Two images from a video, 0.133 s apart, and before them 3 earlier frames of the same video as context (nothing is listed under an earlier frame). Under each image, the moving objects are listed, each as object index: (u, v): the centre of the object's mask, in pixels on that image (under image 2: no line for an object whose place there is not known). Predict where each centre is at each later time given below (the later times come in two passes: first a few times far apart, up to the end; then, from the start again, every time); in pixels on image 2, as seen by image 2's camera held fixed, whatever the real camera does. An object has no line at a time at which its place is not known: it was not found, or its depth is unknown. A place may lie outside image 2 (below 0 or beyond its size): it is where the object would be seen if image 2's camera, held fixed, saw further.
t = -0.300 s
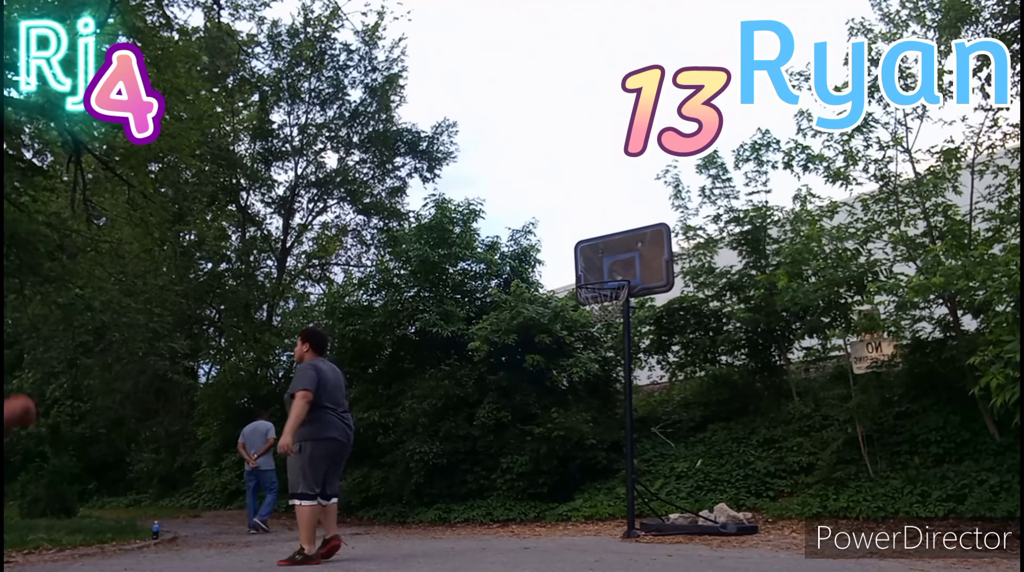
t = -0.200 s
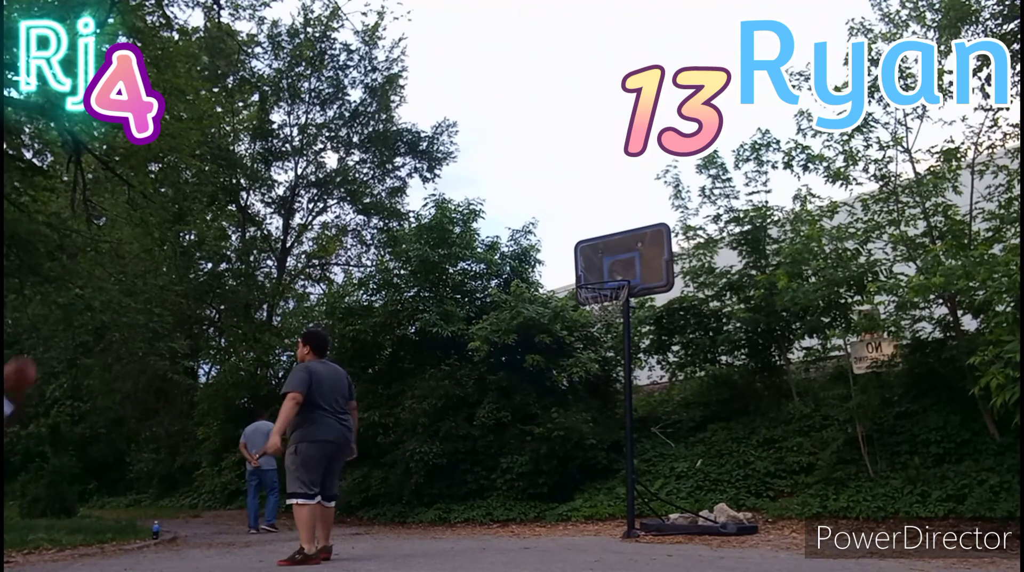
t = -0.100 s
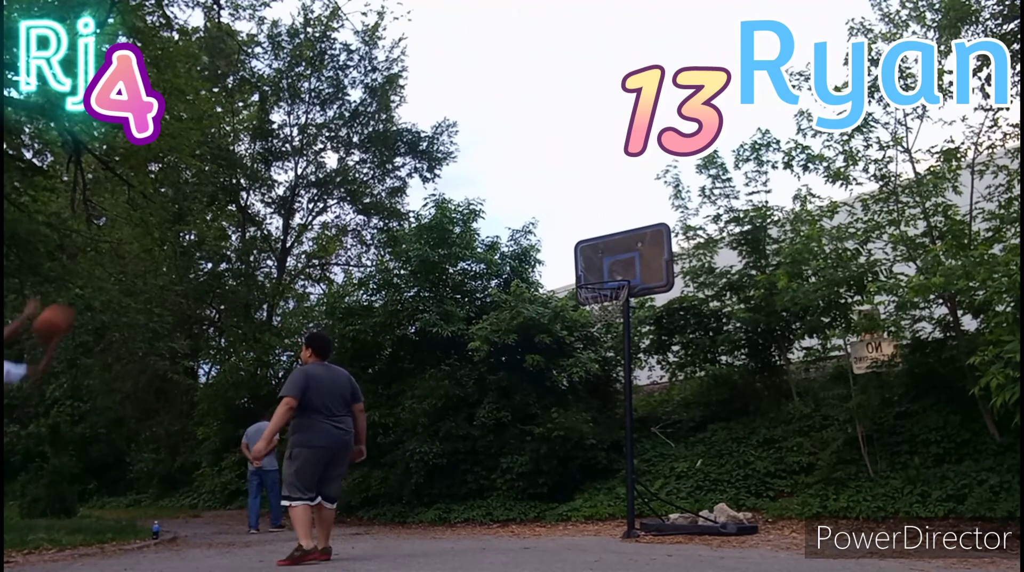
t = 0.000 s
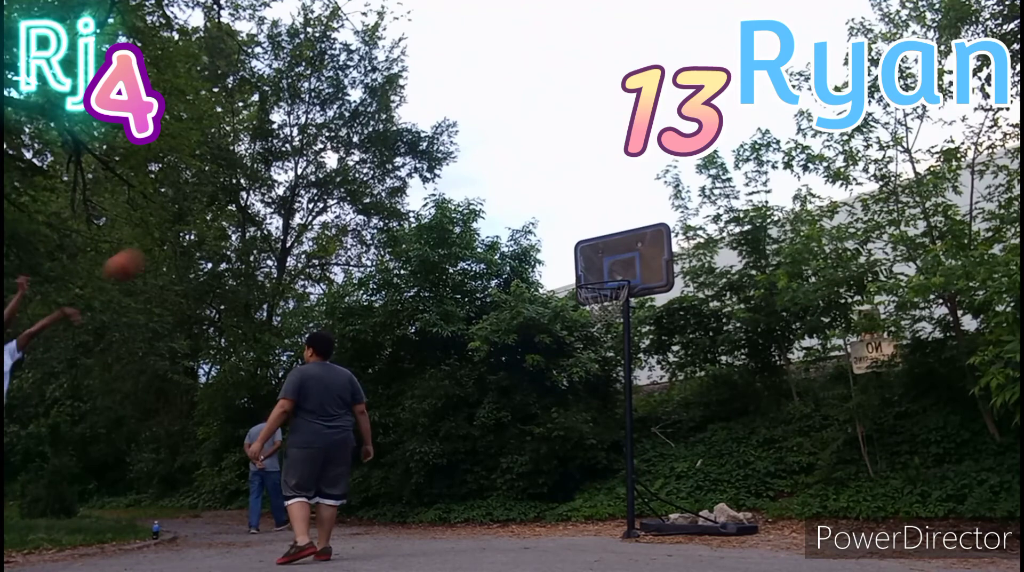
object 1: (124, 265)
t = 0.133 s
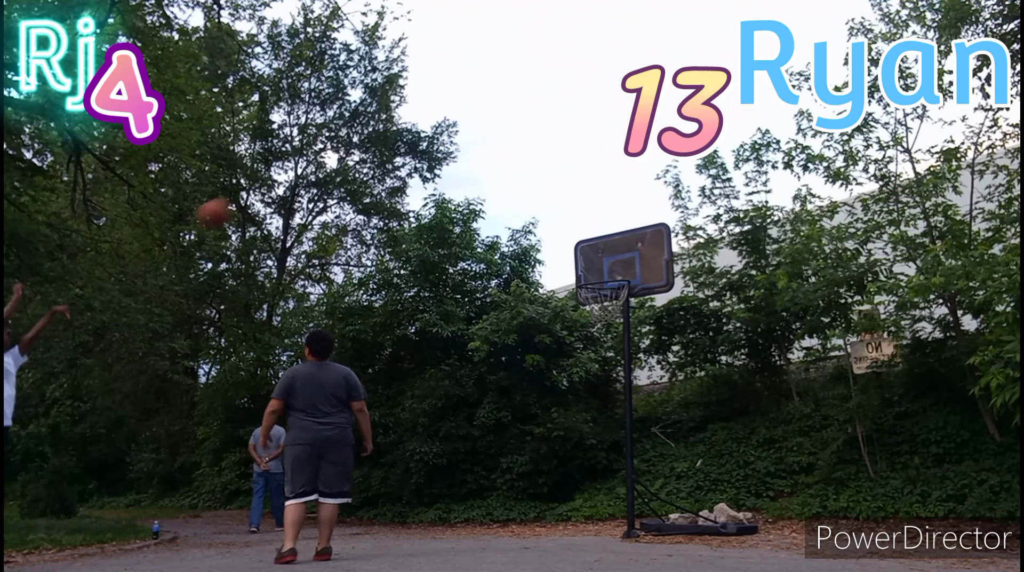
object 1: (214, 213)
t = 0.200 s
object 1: (259, 194)
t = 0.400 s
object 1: (375, 173)
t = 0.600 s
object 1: (482, 192)
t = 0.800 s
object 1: (585, 247)
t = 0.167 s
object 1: (234, 203)
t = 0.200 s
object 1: (259, 194)
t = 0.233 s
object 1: (277, 188)
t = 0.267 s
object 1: (300, 184)
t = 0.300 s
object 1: (319, 179)
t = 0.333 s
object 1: (337, 176)
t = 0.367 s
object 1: (355, 175)
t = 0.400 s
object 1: (375, 173)
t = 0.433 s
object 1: (393, 173)
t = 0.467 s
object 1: (412, 175)
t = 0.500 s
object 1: (429, 177)
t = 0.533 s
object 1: (448, 181)
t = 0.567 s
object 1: (465, 186)
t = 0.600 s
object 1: (482, 192)
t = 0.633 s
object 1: (498, 198)
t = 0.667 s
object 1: (516, 206)
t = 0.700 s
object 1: (533, 214)
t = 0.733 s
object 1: (549, 223)
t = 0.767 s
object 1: (566, 234)
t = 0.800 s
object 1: (585, 247)
